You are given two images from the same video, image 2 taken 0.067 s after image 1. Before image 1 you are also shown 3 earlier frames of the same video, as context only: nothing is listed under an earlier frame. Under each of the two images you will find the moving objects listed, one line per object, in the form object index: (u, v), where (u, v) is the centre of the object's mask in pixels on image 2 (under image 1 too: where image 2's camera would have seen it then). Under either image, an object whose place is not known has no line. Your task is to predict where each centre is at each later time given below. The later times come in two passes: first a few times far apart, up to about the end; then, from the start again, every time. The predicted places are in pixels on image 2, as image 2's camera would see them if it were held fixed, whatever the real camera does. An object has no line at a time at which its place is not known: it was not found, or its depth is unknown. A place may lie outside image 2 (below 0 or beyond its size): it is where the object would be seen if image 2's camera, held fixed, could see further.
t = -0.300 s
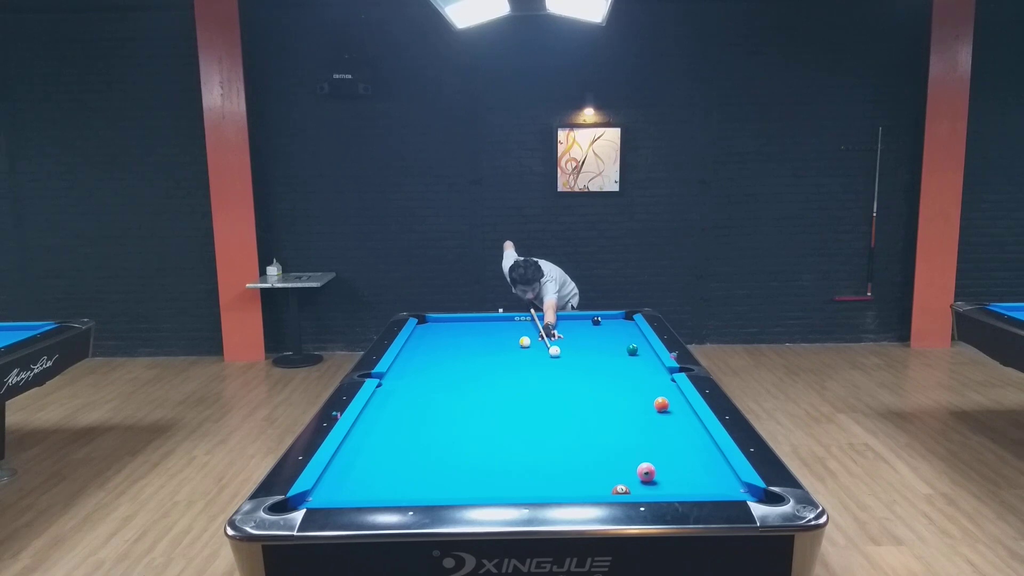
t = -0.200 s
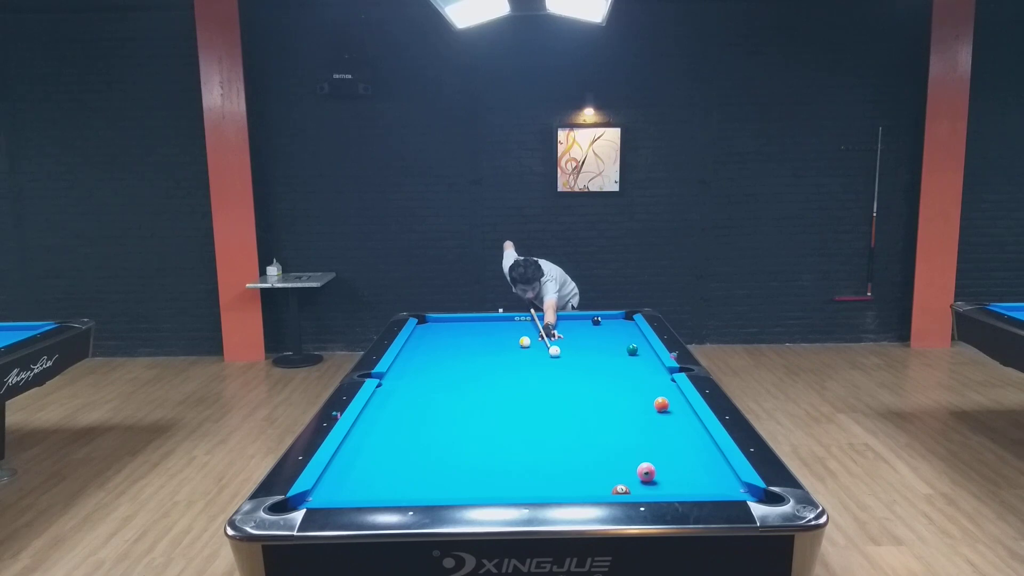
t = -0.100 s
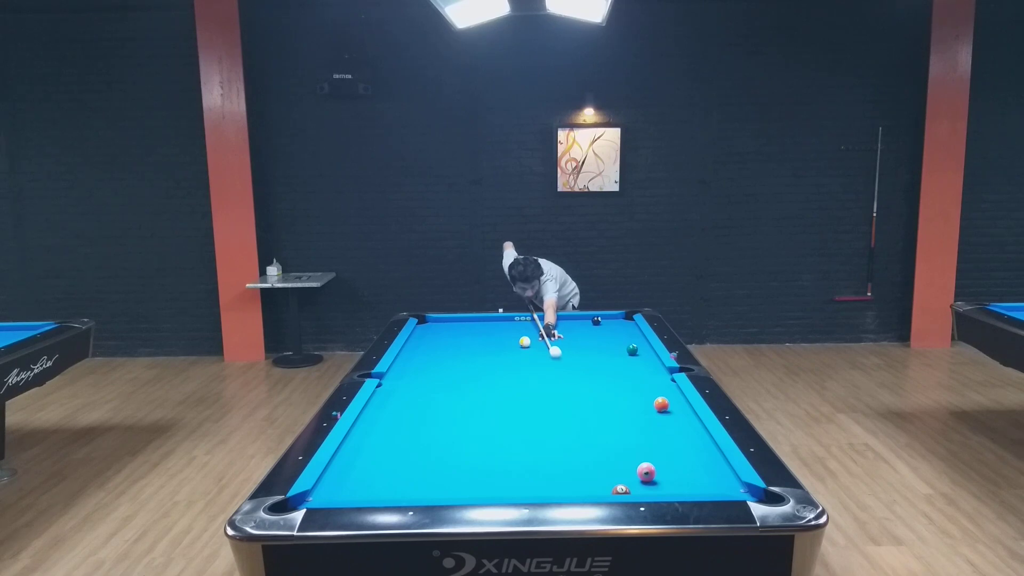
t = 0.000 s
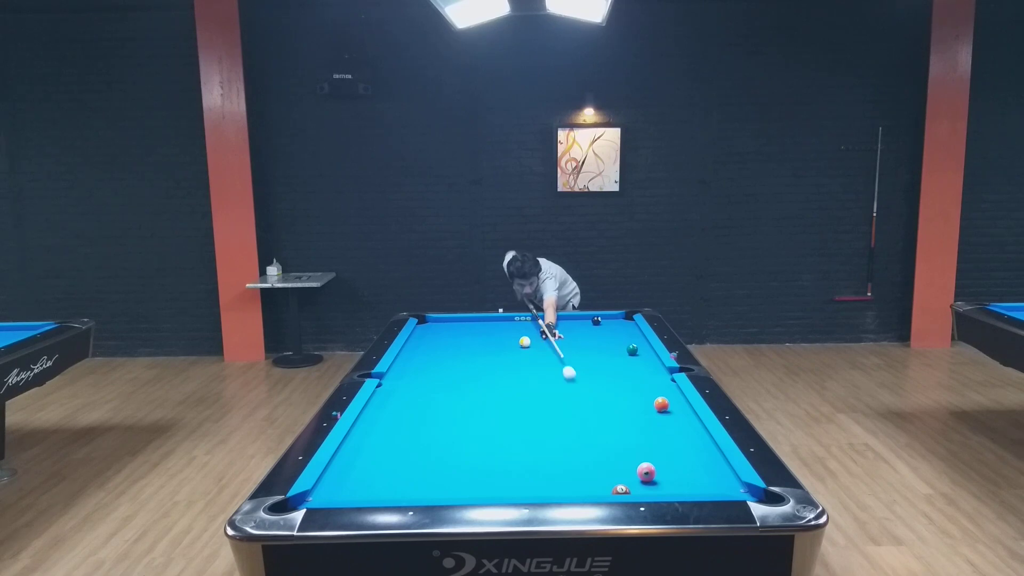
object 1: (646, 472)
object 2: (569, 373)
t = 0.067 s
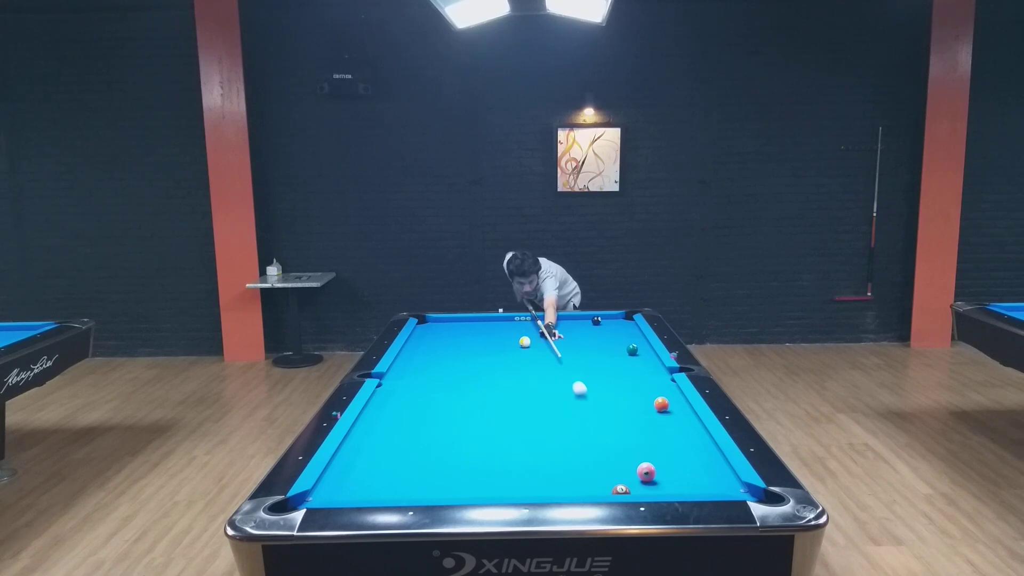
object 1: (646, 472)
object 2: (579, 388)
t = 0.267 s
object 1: (646, 472)
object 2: (617, 445)
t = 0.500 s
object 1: (721, 487)
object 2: (578, 490)
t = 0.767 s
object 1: (706, 470)
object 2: (498, 474)
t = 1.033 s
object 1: (672, 453)
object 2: (428, 459)
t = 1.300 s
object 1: (643, 440)
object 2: (366, 444)
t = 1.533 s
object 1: (621, 429)
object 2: (376, 431)
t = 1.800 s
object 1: (598, 418)
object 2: (415, 416)
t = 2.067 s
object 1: (578, 409)
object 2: (448, 403)
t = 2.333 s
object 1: (560, 401)
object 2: (478, 391)
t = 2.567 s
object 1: (545, 394)
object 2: (502, 382)
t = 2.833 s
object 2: (525, 373)
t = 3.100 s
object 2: (547, 365)
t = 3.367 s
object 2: (568, 357)
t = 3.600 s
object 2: (583, 351)
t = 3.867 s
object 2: (598, 345)
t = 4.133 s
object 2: (612, 340)
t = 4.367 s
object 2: (623, 336)
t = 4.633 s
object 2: (634, 331)
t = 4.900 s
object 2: (630, 329)
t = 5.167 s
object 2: (623, 327)
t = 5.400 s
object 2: (617, 325)
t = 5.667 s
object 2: (611, 324)
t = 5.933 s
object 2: (606, 323)
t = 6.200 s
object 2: (602, 322)
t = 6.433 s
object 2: (601, 322)
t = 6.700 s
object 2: (602, 322)
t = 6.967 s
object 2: (601, 322)
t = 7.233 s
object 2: (601, 322)
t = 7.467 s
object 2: (602, 322)
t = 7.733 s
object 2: (602, 322)
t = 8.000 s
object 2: (602, 322)
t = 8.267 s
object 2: (602, 322)
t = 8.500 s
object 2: (602, 322)
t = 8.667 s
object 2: (602, 322)
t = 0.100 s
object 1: (646, 472)
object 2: (585, 397)
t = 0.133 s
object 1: (646, 472)
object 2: (591, 405)
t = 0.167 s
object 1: (646, 472)
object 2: (597, 415)
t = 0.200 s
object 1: (646, 472)
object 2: (603, 424)
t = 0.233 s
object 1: (646, 472)
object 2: (610, 434)
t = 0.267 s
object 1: (646, 472)
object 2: (617, 445)
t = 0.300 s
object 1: (646, 472)
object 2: (624, 456)
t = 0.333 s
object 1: (650, 472)
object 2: (629, 468)
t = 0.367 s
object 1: (668, 479)
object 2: (618, 473)
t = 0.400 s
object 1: (686, 484)
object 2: (608, 478)
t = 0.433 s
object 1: (703, 487)
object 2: (598, 483)
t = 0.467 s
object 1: (716, 489)
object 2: (589, 488)
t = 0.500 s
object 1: (721, 487)
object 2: (578, 490)
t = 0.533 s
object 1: (726, 485)
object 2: (568, 488)
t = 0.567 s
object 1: (731, 483)
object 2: (557, 487)
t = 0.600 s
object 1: (729, 481)
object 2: (547, 485)
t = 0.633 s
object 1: (724, 478)
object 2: (537, 484)
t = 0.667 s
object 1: (720, 476)
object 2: (527, 482)
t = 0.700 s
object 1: (715, 474)
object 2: (517, 480)
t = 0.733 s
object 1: (710, 472)
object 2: (507, 478)
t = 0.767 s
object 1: (706, 470)
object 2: (498, 474)
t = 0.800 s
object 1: (701, 467)
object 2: (489, 473)
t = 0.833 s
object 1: (697, 465)
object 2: (480, 470)
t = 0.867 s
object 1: (693, 463)
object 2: (471, 468)
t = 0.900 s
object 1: (688, 461)
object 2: (462, 466)
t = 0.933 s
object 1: (684, 459)
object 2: (453, 464)
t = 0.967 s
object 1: (680, 457)
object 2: (445, 462)
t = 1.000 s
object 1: (676, 455)
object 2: (436, 460)
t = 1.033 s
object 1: (672, 453)
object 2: (428, 459)
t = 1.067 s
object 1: (669, 452)
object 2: (420, 456)
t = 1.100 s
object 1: (665, 450)
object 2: (412, 454)
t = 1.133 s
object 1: (661, 448)
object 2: (404, 453)
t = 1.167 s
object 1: (657, 446)
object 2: (396, 451)
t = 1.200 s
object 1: (654, 445)
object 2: (389, 449)
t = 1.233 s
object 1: (650, 443)
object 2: (381, 447)
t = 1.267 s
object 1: (647, 441)
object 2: (374, 446)
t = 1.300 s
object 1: (643, 440)
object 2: (366, 444)
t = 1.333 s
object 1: (640, 438)
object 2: (359, 442)
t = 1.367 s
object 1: (636, 436)
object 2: (352, 441)
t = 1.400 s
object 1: (633, 435)
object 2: (354, 439)
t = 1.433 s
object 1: (630, 433)
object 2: (359, 437)
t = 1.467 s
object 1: (627, 432)
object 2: (365, 435)
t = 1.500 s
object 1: (624, 431)
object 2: (370, 433)
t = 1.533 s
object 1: (621, 429)
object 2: (376, 431)
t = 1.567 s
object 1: (618, 427)
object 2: (381, 429)
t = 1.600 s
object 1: (615, 426)
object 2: (386, 427)
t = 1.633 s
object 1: (612, 425)
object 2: (391, 425)
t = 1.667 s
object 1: (609, 423)
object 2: (396, 423)
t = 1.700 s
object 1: (606, 422)
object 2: (401, 421)
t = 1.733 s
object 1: (603, 421)
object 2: (405, 419)
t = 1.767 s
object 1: (601, 419)
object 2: (410, 418)
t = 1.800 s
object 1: (598, 418)
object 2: (415, 416)
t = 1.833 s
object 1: (595, 417)
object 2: (419, 414)
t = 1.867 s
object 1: (592, 416)
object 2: (423, 412)
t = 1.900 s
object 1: (590, 415)
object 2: (428, 410)
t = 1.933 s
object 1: (587, 413)
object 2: (432, 409)
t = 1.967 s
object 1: (585, 412)
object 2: (437, 407)
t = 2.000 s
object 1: (583, 411)
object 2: (440, 406)
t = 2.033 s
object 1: (580, 410)
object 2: (445, 404)
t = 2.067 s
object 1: (578, 409)
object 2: (448, 403)
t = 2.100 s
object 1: (575, 408)
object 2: (452, 401)
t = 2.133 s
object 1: (573, 407)
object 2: (456, 400)
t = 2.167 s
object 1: (571, 406)
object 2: (460, 398)
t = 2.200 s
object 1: (568, 405)
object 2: (464, 397)
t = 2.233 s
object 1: (566, 403)
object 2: (468, 395)
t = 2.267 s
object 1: (564, 402)
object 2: (471, 394)
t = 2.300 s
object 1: (562, 402)
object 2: (475, 393)
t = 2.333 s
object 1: (560, 401)
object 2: (478, 391)
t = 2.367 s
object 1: (558, 400)
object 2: (482, 390)
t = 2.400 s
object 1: (555, 399)
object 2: (485, 388)
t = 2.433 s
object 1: (553, 398)
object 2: (489, 387)
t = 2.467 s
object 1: (551, 397)
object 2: (492, 386)
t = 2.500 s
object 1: (549, 396)
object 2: (495, 385)
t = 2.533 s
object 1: (547, 395)
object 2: (498, 383)
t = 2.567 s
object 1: (545, 394)
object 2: (502, 382)
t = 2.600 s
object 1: (543, 393)
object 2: (505, 381)
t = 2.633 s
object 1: (542, 392)
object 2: (508, 380)
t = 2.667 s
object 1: (540, 391)
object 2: (511, 379)
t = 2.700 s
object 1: (538, 391)
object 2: (514, 377)
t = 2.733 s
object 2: (517, 376)
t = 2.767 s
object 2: (520, 375)
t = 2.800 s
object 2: (522, 374)
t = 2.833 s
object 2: (525, 373)
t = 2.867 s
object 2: (528, 372)
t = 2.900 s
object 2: (531, 371)
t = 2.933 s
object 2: (534, 370)
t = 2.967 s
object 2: (536, 369)
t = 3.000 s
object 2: (539, 368)
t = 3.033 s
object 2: (542, 367)
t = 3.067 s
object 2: (544, 366)
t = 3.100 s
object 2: (547, 365)
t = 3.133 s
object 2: (549, 364)
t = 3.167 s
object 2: (554, 362)
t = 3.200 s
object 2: (556, 361)
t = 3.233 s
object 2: (559, 360)
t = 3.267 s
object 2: (561, 360)
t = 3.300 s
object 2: (563, 359)
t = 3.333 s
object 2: (566, 358)
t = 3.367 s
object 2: (568, 357)
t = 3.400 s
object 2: (570, 356)
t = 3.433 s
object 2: (572, 355)
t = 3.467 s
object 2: (574, 355)
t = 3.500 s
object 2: (577, 354)
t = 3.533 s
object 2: (579, 353)
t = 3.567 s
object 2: (581, 352)
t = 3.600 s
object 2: (583, 351)
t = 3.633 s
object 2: (585, 350)
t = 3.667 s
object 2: (587, 350)
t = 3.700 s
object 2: (589, 349)
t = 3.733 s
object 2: (591, 348)
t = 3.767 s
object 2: (592, 347)
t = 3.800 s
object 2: (594, 347)
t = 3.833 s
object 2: (596, 346)
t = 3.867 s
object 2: (598, 345)
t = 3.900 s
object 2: (600, 345)
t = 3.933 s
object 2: (602, 344)
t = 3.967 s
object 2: (603, 343)
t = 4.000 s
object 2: (605, 343)
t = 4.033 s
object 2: (607, 342)
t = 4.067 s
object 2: (609, 341)
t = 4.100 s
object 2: (610, 340)
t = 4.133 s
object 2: (612, 340)
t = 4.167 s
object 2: (613, 339)
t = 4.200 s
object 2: (615, 339)
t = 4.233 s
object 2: (617, 338)
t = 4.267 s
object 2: (618, 337)
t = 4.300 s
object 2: (620, 337)
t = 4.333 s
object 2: (621, 336)
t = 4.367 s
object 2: (623, 336)
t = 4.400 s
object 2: (624, 335)
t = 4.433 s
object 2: (626, 334)
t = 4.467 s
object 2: (627, 334)
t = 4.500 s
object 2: (628, 333)
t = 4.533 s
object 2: (630, 333)
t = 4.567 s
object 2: (631, 332)
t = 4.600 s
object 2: (632, 332)
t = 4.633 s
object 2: (634, 331)
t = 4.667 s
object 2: (635, 331)
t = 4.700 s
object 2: (635, 330)
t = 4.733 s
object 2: (634, 330)
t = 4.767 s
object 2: (634, 330)
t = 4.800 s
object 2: (633, 329)
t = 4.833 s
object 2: (632, 329)
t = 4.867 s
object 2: (631, 329)
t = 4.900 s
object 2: (630, 329)
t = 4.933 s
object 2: (629, 328)
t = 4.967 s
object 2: (628, 328)
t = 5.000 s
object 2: (627, 328)
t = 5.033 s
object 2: (626, 328)
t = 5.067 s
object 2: (625, 328)
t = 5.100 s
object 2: (624, 327)
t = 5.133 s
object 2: (624, 327)
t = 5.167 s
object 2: (623, 327)
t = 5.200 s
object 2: (622, 327)
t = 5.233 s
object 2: (621, 326)
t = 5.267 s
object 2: (620, 326)
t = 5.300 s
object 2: (619, 326)
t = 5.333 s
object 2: (619, 326)
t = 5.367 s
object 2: (618, 326)
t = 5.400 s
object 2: (617, 325)
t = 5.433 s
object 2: (616, 325)
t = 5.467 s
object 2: (616, 325)
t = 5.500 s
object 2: (615, 325)
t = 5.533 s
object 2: (614, 325)
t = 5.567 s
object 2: (613, 324)
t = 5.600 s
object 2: (613, 324)
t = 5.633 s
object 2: (612, 324)
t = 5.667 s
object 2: (611, 324)
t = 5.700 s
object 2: (611, 324)
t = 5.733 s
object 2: (610, 324)
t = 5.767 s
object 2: (609, 323)
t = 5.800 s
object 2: (609, 323)
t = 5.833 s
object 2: (608, 323)
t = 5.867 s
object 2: (607, 323)
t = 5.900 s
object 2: (606, 323)
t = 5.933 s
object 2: (606, 323)
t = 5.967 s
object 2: (605, 322)
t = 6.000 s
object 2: (605, 322)
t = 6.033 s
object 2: (604, 322)
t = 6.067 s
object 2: (604, 322)
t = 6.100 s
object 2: (603, 322)
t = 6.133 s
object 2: (602, 322)
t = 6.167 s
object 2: (603, 322)
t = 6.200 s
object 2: (602, 322)
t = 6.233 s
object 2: (602, 322)
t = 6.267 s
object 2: (602, 322)
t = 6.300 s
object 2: (602, 322)
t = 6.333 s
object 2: (602, 322)
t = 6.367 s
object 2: (602, 322)
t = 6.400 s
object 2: (601, 322)
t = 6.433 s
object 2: (601, 322)
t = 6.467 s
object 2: (601, 322)
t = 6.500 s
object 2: (601, 322)
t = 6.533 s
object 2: (601, 322)
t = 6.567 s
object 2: (601, 322)
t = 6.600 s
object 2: (601, 322)
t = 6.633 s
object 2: (601, 322)
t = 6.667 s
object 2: (601, 322)
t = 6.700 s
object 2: (602, 322)
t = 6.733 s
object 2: (601, 322)
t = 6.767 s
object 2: (601, 322)
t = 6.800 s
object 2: (601, 322)
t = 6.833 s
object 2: (601, 322)
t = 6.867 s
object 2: (601, 322)
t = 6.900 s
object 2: (601, 322)
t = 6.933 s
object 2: (601, 322)
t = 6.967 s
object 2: (601, 322)
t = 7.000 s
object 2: (601, 322)
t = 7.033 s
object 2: (601, 322)
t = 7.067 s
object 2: (601, 322)
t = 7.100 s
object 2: (601, 322)
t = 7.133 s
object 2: (601, 322)
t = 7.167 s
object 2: (601, 322)
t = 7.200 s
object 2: (601, 322)
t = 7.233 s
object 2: (601, 322)
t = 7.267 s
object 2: (602, 322)
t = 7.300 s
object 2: (602, 322)
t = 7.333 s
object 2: (602, 322)
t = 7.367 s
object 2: (602, 322)
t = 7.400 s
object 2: (601, 322)
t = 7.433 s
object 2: (602, 322)
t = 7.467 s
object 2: (602, 322)
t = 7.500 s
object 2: (602, 322)
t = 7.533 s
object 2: (602, 322)
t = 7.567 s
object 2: (602, 322)
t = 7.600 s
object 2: (602, 322)
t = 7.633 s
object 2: (602, 322)
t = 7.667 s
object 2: (602, 322)
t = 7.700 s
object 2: (602, 322)
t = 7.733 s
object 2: (602, 322)
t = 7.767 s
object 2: (602, 322)
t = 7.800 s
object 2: (602, 322)
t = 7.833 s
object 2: (602, 322)
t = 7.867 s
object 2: (602, 322)
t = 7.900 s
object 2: (602, 322)
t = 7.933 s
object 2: (602, 322)
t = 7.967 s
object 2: (602, 322)
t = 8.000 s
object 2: (602, 322)
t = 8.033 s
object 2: (602, 322)
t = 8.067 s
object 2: (602, 322)
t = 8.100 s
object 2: (602, 322)
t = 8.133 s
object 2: (602, 322)
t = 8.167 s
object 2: (602, 322)
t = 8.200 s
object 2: (602, 322)
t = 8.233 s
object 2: (602, 322)
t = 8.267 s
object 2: (602, 322)
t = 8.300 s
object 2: (602, 322)
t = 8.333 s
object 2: (602, 322)
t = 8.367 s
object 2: (602, 322)
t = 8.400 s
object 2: (602, 322)
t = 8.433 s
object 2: (602, 322)
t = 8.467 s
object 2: (602, 322)
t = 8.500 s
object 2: (602, 322)
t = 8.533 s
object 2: (602, 322)
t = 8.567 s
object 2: (602, 322)
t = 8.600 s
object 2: (602, 322)
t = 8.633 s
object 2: (602, 322)
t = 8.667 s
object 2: (602, 322)
